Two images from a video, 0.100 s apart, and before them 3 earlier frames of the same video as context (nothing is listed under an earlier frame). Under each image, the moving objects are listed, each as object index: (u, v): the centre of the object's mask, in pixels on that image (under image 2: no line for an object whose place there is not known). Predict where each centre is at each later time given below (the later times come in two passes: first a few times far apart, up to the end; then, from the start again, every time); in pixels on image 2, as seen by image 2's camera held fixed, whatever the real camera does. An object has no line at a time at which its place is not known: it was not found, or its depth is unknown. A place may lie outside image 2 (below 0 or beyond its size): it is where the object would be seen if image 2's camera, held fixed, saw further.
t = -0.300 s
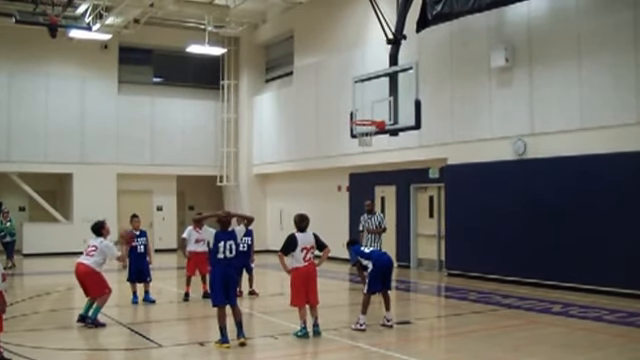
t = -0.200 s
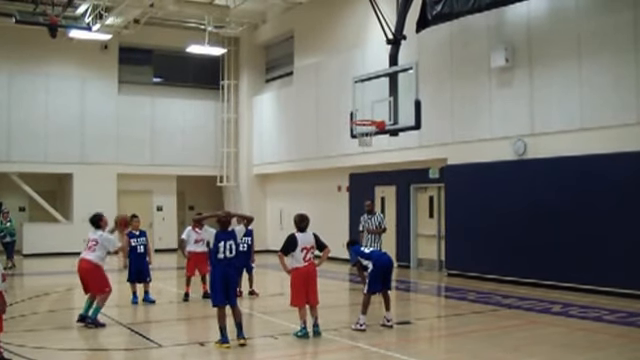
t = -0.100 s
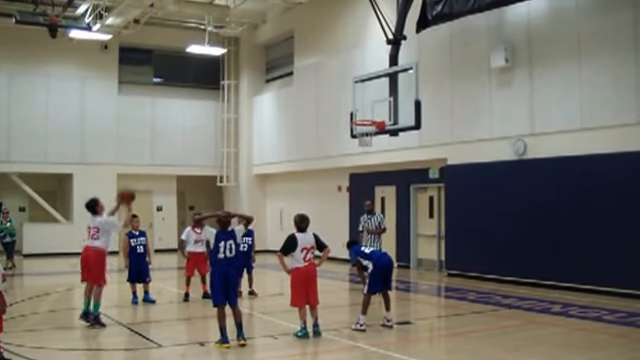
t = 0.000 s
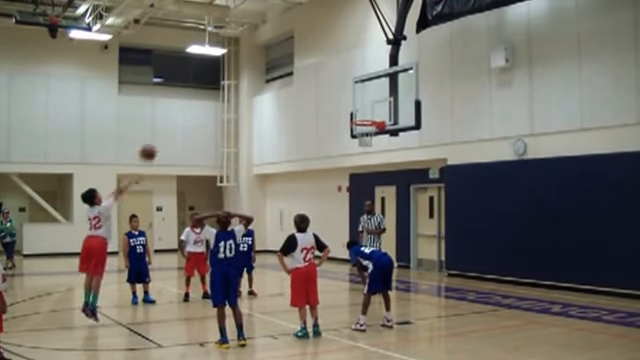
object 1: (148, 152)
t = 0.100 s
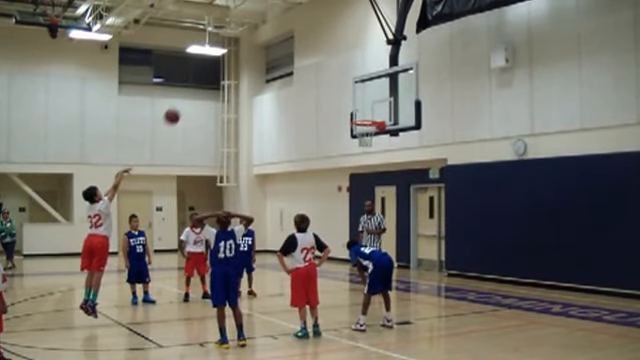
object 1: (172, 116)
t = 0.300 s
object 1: (216, 65)
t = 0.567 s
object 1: (272, 41)
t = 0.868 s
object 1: (328, 65)
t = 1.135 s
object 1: (367, 127)
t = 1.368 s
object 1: (357, 140)
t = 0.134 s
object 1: (179, 106)
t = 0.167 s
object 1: (187, 95)
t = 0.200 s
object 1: (195, 86)
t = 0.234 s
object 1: (201, 79)
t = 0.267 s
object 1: (209, 71)
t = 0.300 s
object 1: (216, 65)
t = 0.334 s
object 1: (224, 60)
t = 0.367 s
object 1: (231, 56)
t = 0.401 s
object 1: (239, 52)
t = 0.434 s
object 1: (246, 48)
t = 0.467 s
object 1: (252, 45)
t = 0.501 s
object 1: (259, 44)
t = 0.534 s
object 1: (265, 43)
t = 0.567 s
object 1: (272, 41)
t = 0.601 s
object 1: (279, 42)
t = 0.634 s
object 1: (285, 43)
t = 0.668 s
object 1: (291, 44)
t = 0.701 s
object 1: (298, 45)
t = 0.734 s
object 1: (304, 48)
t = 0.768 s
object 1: (311, 52)
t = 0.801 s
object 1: (316, 56)
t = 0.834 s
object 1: (322, 60)
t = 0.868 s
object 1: (328, 65)
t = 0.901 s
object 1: (334, 71)
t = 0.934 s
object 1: (339, 78)
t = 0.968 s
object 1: (345, 84)
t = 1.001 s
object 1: (351, 92)
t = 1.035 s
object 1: (357, 101)
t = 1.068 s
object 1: (363, 109)
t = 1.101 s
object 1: (368, 117)
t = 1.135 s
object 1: (367, 127)
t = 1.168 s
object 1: (364, 133)
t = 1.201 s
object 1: (360, 140)
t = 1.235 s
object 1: (358, 141)
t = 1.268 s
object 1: (357, 141)
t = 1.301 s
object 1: (357, 141)
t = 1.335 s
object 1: (357, 141)
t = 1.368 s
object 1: (357, 140)
